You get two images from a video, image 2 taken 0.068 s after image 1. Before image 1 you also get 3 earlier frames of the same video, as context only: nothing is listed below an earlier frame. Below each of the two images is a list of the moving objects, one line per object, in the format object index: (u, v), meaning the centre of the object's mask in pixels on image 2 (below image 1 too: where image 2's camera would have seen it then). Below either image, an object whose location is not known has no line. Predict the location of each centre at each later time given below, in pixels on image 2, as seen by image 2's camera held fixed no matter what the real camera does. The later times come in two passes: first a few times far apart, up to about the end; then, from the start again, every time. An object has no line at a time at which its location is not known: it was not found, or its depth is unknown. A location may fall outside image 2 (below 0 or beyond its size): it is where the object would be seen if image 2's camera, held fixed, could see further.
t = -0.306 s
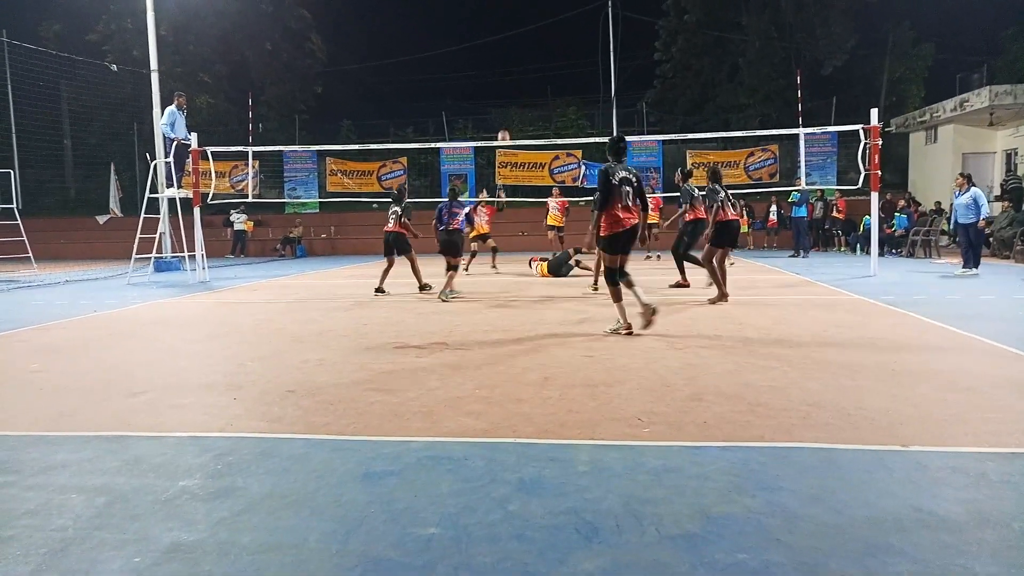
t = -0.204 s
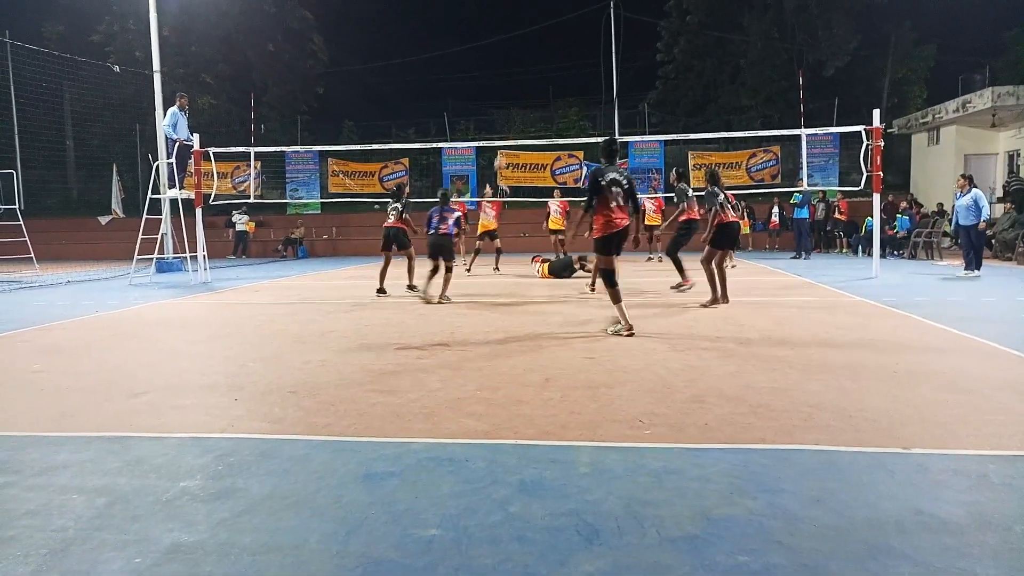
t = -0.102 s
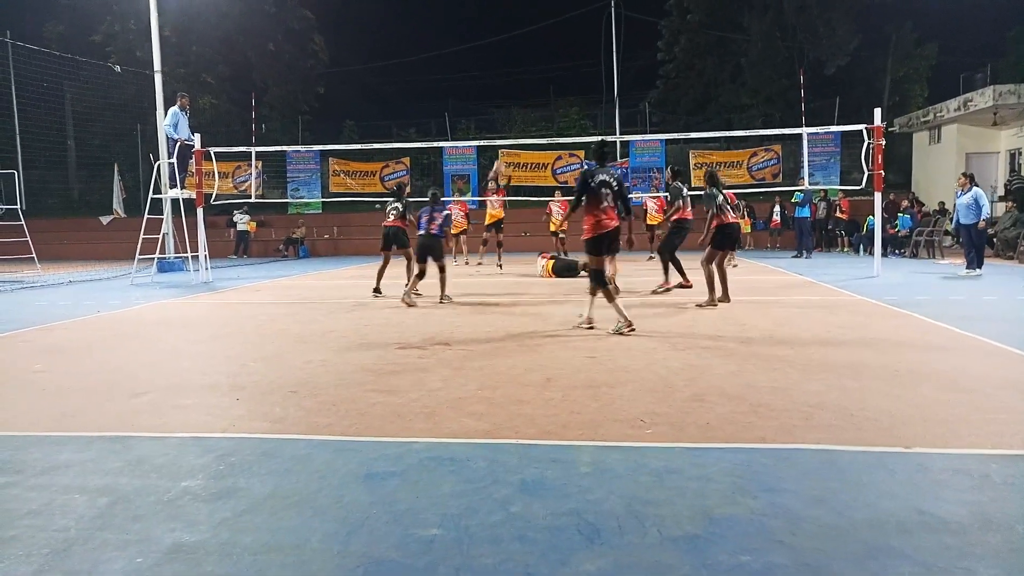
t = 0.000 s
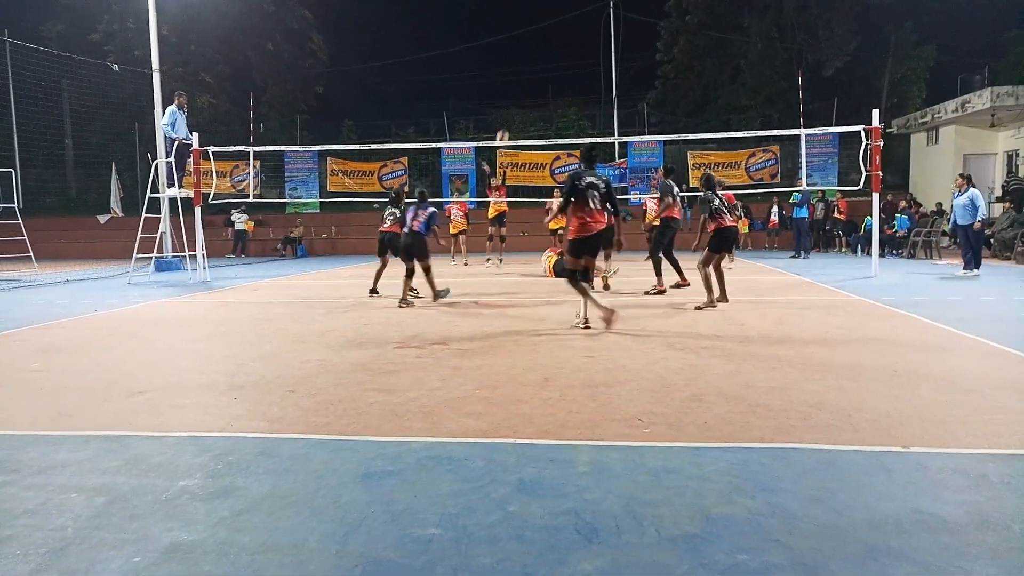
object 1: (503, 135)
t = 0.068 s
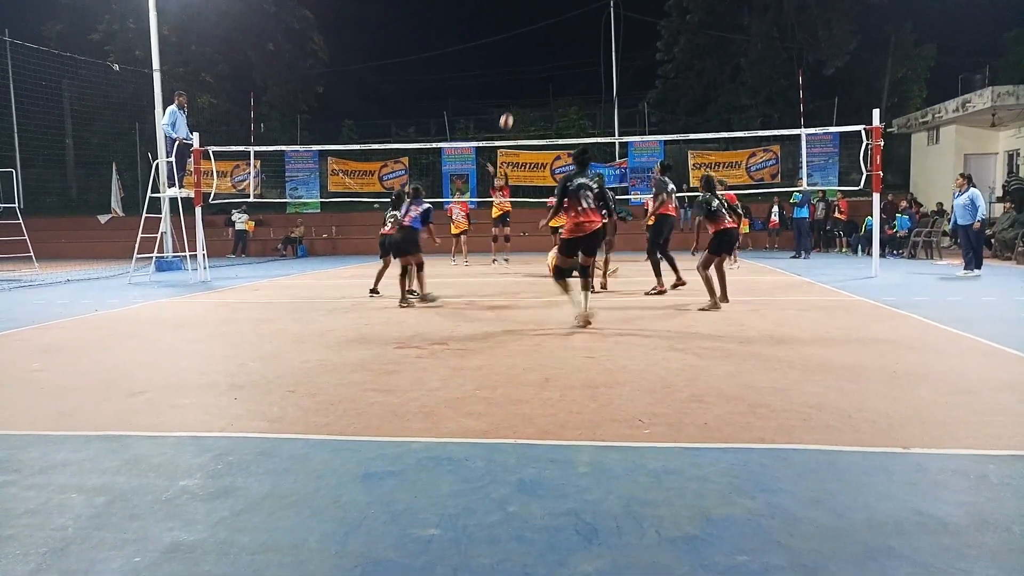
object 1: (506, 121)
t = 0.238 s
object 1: (517, 86)
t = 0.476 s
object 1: (535, 63)
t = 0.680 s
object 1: (553, 75)
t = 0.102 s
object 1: (508, 113)
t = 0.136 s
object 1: (510, 105)
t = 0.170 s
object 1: (512, 99)
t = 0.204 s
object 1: (515, 92)
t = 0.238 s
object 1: (517, 86)
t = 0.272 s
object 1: (519, 81)
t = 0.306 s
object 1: (522, 77)
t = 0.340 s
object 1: (525, 73)
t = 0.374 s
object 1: (527, 69)
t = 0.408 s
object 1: (529, 66)
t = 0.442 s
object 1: (532, 64)
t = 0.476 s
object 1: (535, 63)
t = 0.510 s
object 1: (538, 63)
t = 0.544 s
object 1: (540, 63)
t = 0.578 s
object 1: (544, 65)
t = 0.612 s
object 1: (547, 67)
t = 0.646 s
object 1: (550, 71)
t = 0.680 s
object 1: (553, 75)
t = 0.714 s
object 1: (557, 80)
